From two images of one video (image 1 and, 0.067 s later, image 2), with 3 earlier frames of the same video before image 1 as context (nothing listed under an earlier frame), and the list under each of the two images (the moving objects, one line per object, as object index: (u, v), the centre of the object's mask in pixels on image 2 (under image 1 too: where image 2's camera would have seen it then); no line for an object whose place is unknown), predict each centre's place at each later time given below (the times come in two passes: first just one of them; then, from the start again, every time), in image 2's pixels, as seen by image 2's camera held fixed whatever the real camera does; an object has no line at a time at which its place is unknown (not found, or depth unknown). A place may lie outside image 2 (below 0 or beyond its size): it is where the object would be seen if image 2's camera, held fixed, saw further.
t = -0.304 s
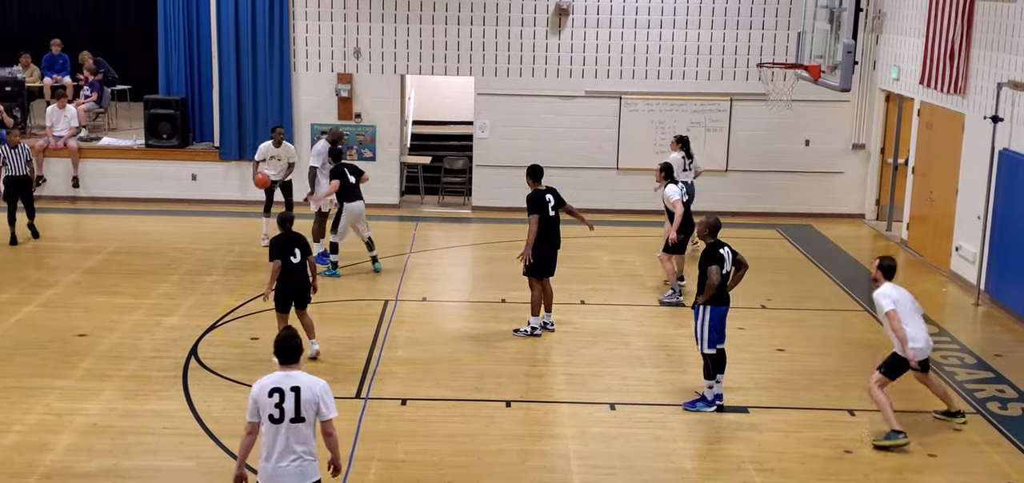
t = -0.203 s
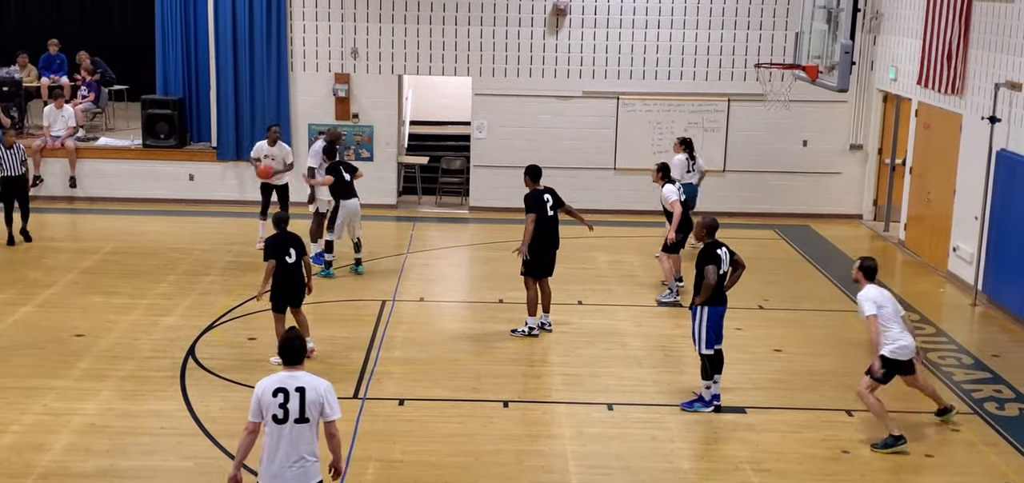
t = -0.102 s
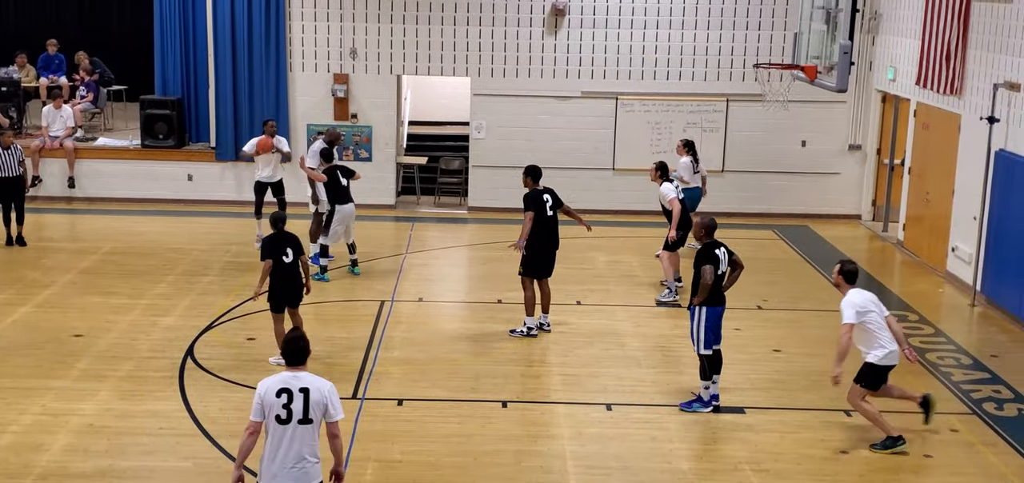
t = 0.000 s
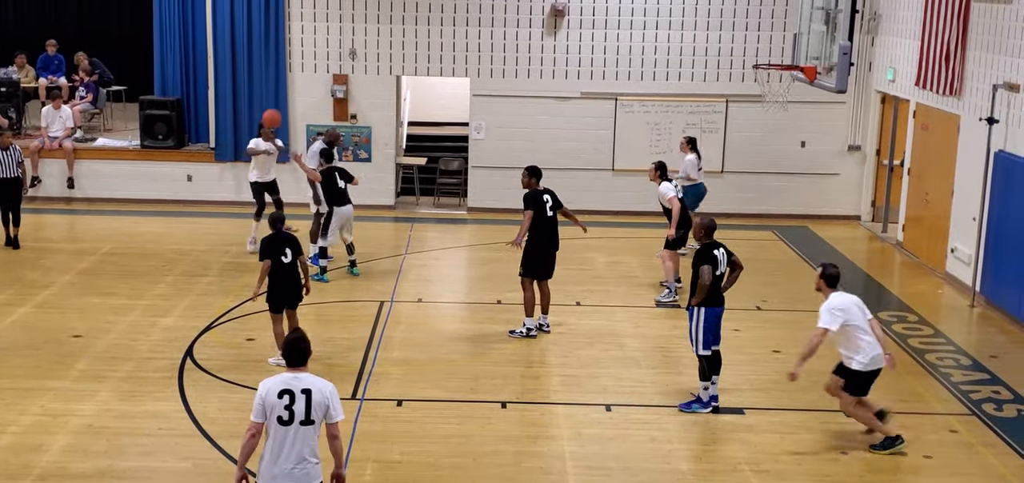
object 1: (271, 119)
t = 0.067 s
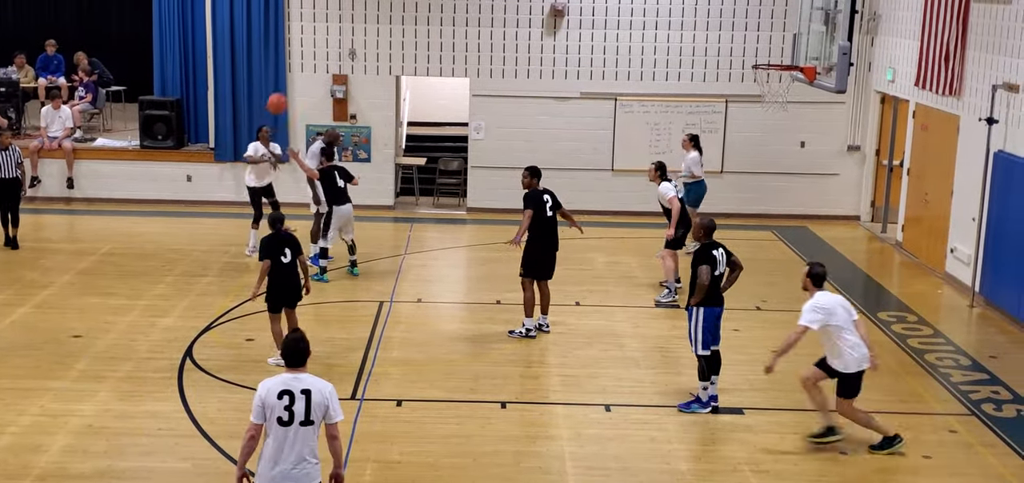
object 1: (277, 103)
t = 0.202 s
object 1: (291, 77)
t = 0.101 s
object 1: (279, 96)
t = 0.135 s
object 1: (283, 90)
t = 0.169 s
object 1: (287, 83)
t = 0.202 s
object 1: (291, 77)
